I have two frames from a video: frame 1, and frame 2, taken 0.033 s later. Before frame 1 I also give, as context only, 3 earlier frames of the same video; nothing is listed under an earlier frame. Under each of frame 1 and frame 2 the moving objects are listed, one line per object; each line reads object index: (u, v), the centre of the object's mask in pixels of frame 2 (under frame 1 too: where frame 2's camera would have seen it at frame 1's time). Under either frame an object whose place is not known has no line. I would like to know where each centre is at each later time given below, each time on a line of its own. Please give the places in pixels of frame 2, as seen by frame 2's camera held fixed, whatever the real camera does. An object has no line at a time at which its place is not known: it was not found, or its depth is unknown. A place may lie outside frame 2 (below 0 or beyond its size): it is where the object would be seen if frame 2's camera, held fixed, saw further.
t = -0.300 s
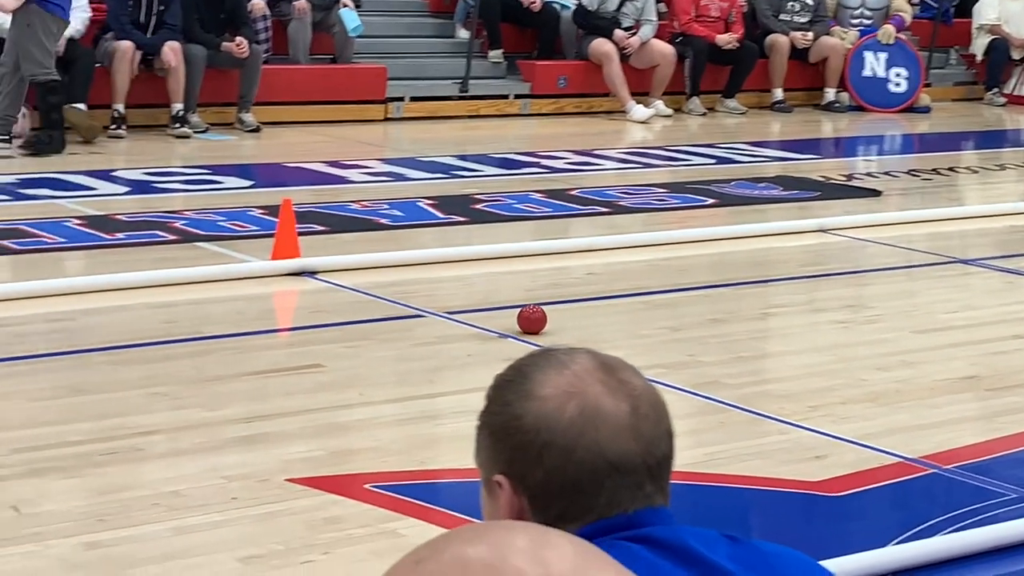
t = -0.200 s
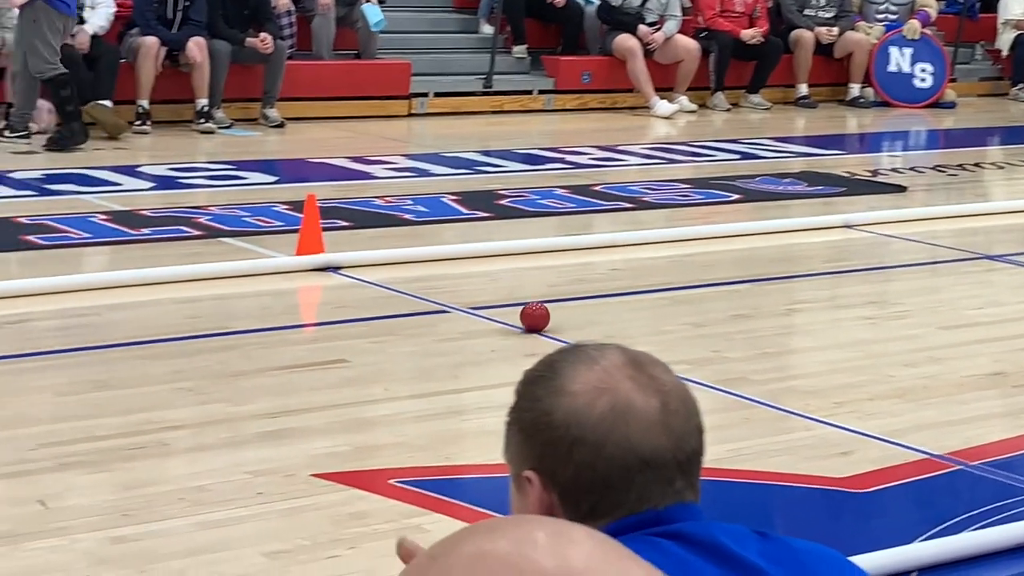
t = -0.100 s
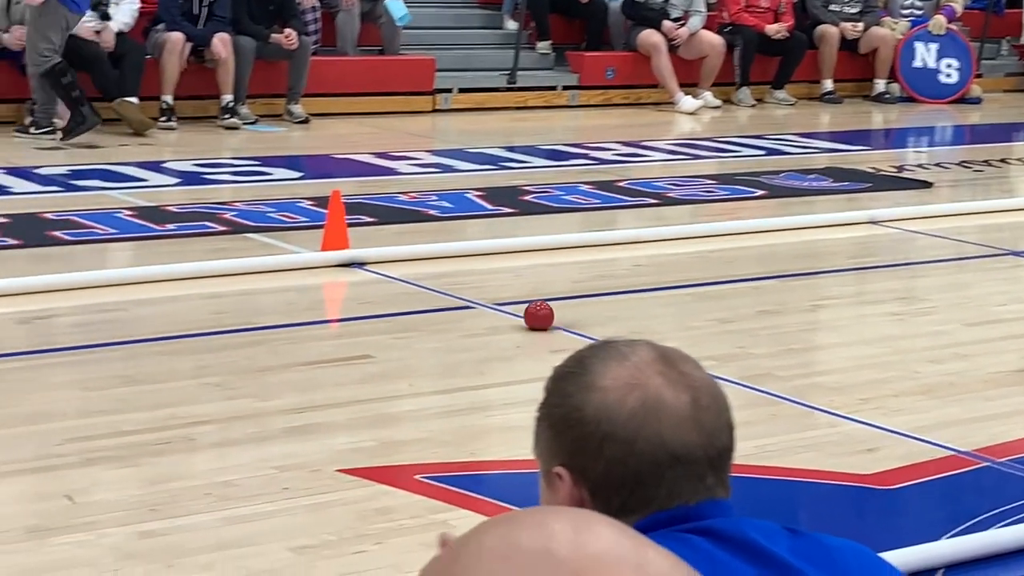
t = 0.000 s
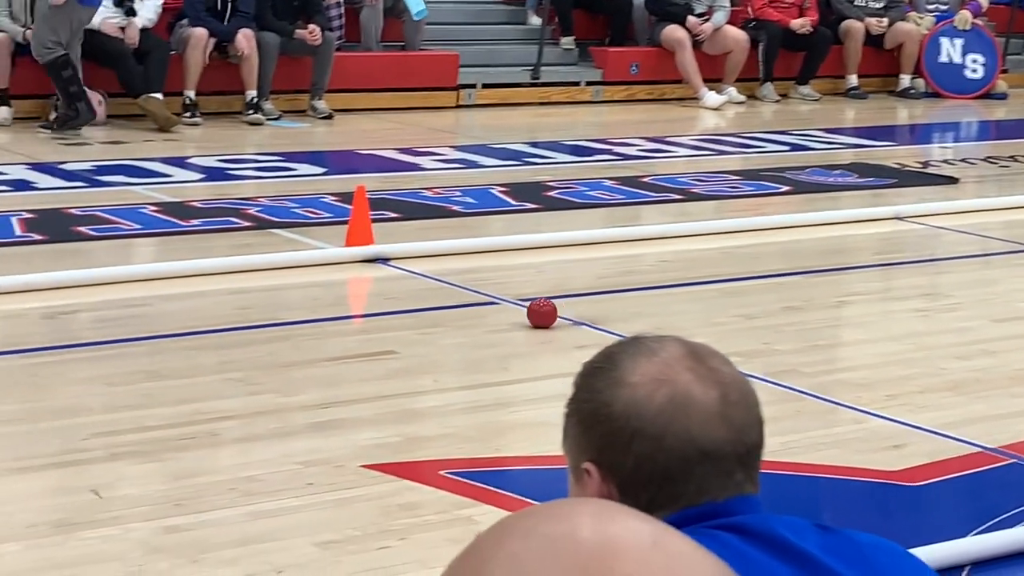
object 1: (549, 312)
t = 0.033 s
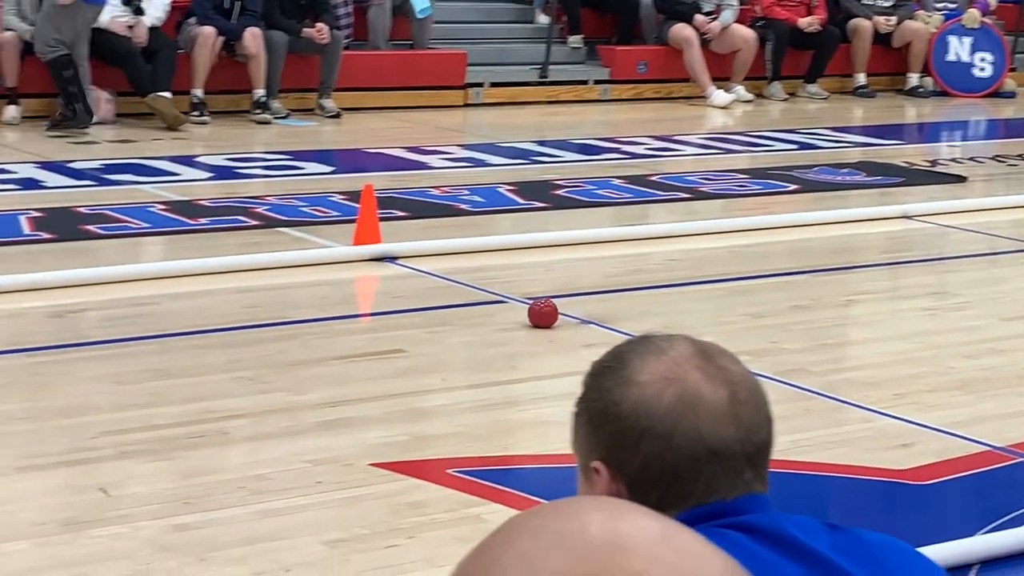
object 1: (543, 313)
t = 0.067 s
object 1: (536, 313)
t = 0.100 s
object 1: (530, 313)
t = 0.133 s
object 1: (524, 315)
